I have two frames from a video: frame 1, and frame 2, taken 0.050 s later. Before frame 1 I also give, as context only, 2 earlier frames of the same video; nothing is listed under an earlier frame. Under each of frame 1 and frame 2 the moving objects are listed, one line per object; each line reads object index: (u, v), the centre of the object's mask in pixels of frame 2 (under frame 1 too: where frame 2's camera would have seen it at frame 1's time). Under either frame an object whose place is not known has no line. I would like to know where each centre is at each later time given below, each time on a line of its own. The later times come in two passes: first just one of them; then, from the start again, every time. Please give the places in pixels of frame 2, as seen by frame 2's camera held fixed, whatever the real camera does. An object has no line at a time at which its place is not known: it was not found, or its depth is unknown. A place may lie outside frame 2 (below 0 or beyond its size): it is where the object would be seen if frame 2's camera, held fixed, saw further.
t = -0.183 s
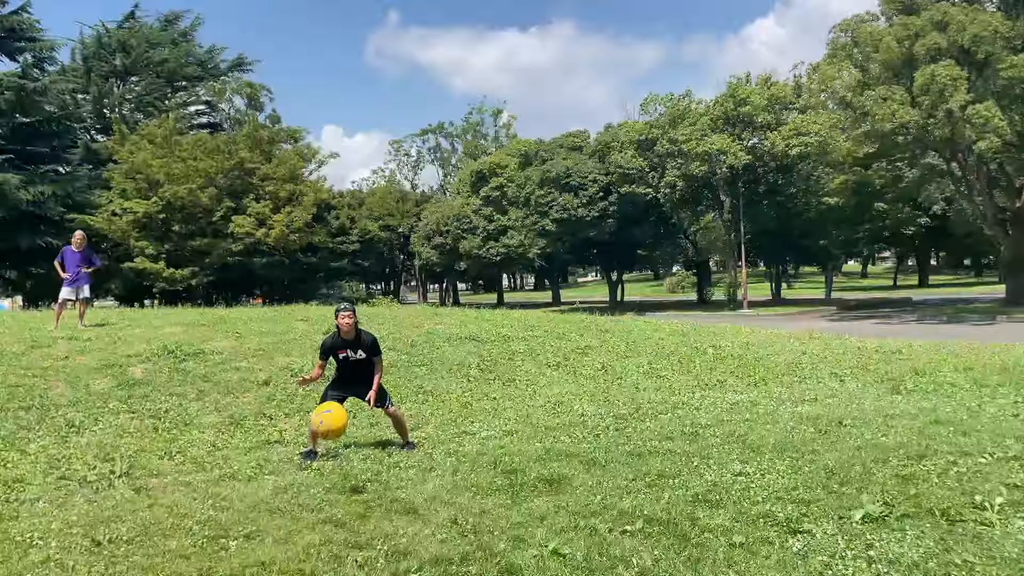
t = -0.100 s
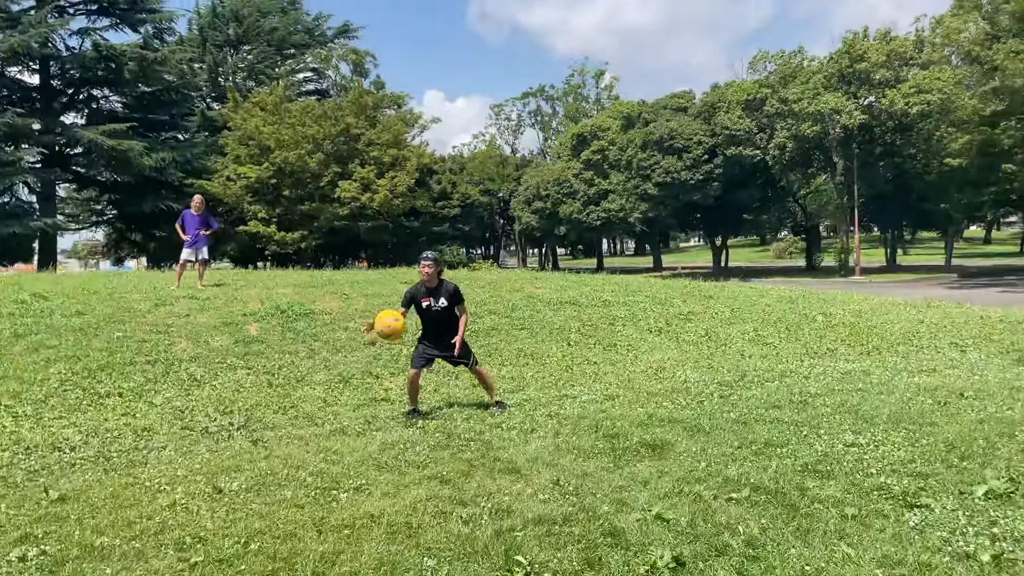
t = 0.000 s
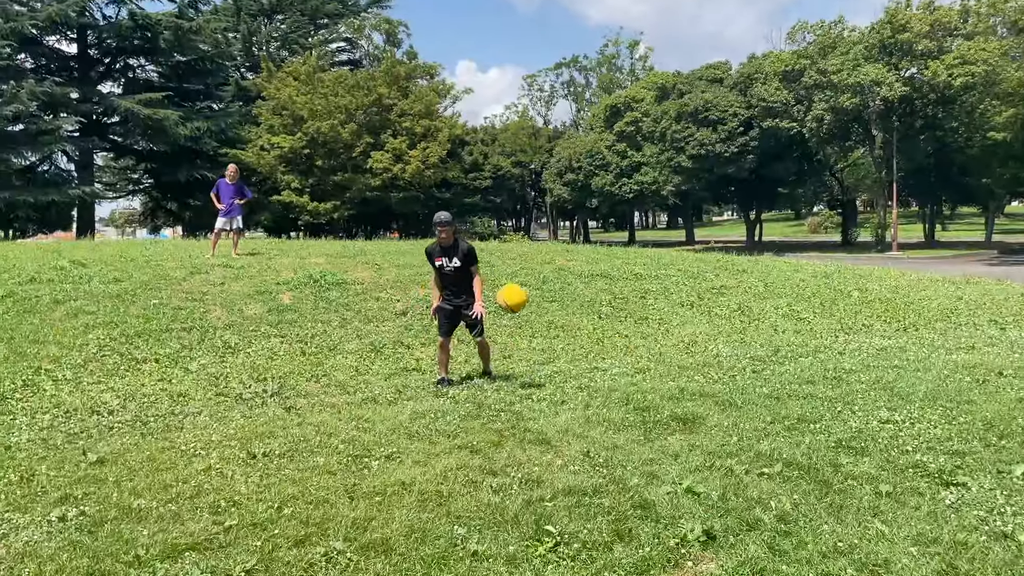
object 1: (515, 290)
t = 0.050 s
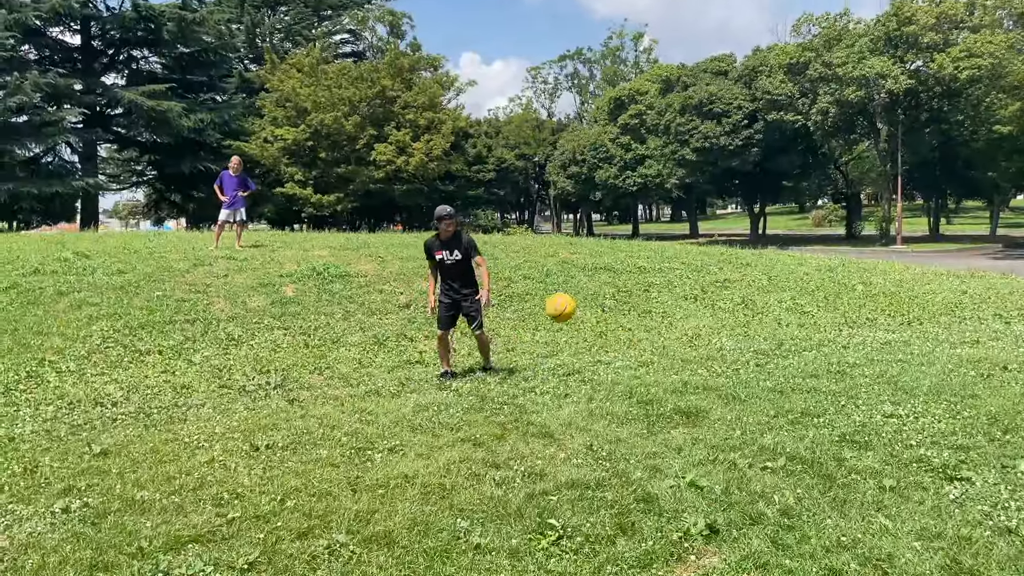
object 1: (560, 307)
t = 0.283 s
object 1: (678, 337)
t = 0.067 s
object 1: (575, 314)
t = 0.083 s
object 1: (590, 323)
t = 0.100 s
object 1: (603, 333)
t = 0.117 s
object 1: (619, 344)
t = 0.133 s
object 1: (633, 355)
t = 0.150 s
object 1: (647, 365)
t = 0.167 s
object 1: (651, 364)
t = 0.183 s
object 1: (655, 359)
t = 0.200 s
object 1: (659, 352)
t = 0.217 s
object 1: (662, 347)
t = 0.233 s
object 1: (667, 343)
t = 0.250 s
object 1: (670, 340)
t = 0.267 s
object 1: (674, 338)
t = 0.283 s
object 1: (678, 337)
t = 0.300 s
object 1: (680, 337)
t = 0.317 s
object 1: (684, 339)
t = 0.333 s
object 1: (688, 341)
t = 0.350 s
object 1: (692, 344)
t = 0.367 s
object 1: (695, 348)
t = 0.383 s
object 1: (698, 353)
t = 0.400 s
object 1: (702, 353)
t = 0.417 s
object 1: (705, 352)
